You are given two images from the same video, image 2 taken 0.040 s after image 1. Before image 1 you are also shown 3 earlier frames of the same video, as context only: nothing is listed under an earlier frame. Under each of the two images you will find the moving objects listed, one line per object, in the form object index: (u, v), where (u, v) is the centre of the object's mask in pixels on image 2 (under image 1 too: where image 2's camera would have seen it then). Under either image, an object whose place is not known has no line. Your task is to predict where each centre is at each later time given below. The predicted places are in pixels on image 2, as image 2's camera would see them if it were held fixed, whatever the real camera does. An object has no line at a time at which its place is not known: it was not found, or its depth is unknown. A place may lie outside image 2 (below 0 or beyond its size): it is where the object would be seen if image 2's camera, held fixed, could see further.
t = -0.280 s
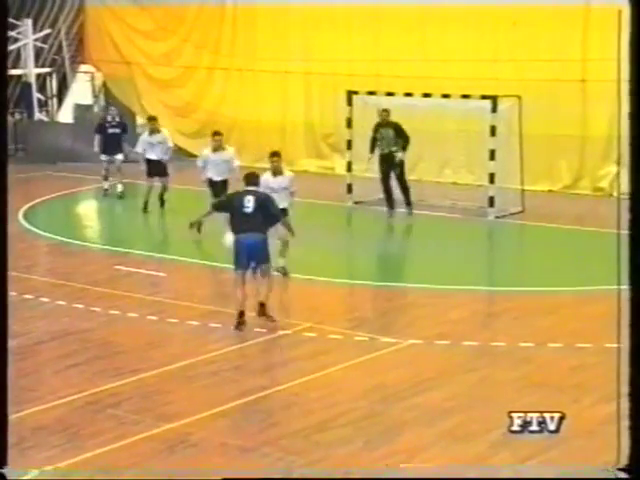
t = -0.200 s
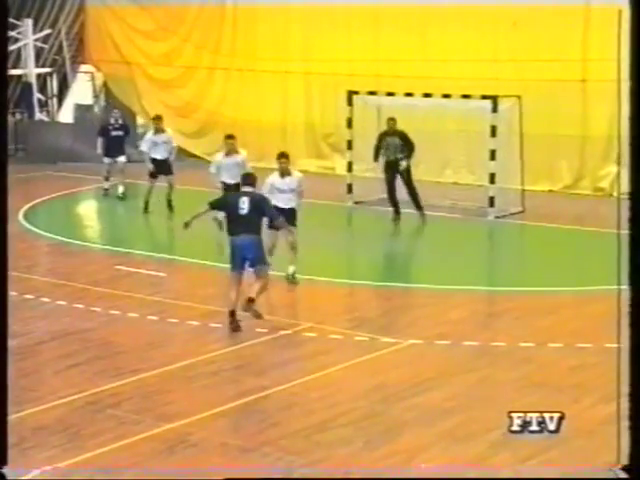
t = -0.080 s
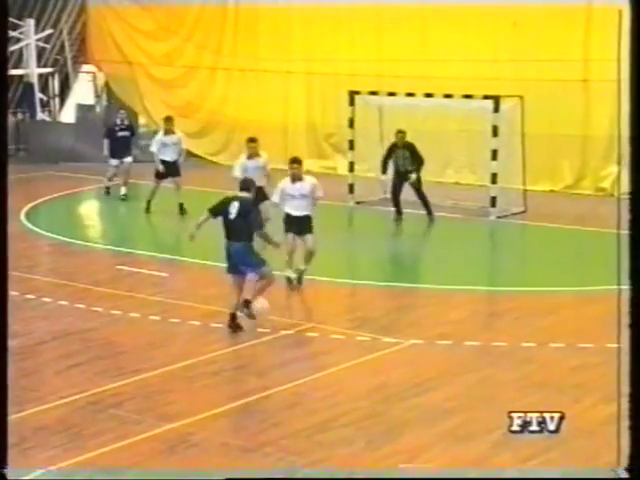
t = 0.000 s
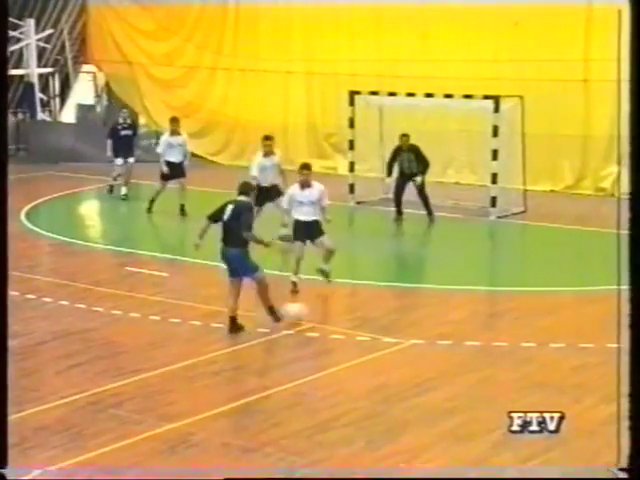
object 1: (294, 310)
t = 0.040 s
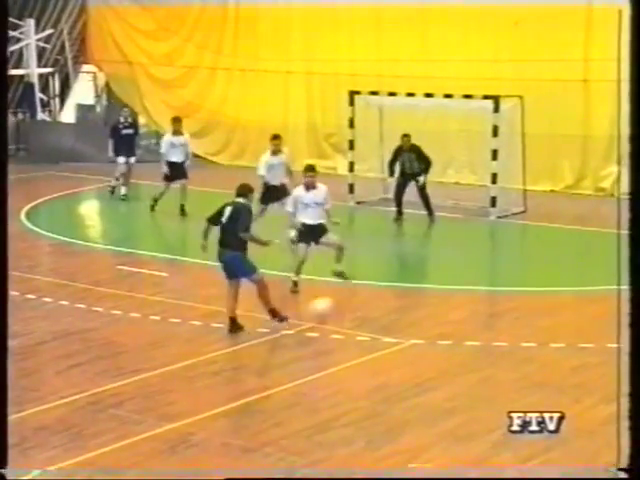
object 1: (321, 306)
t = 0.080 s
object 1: (345, 300)
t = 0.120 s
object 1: (370, 293)
